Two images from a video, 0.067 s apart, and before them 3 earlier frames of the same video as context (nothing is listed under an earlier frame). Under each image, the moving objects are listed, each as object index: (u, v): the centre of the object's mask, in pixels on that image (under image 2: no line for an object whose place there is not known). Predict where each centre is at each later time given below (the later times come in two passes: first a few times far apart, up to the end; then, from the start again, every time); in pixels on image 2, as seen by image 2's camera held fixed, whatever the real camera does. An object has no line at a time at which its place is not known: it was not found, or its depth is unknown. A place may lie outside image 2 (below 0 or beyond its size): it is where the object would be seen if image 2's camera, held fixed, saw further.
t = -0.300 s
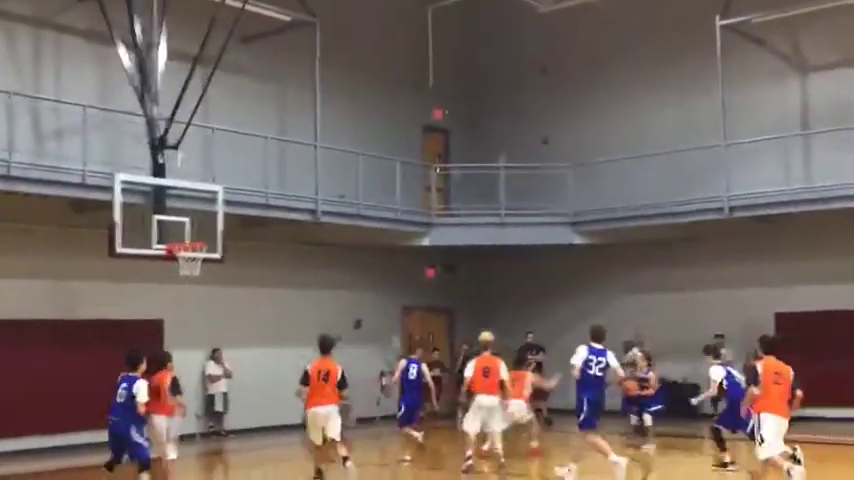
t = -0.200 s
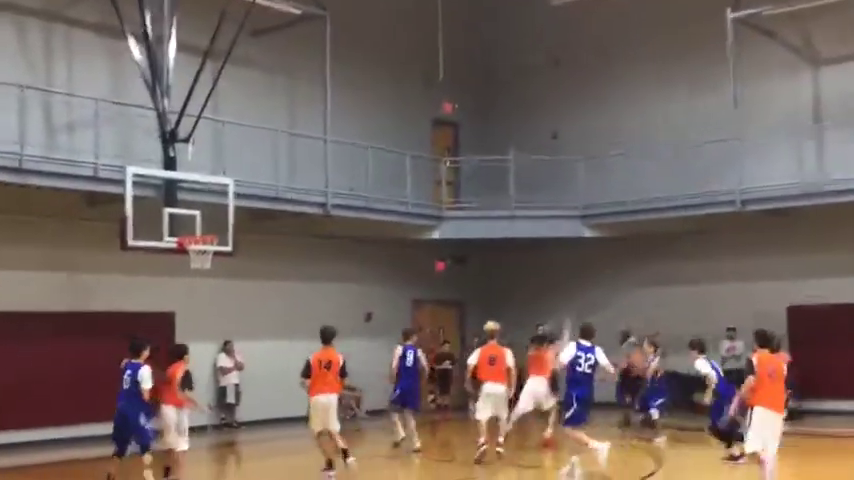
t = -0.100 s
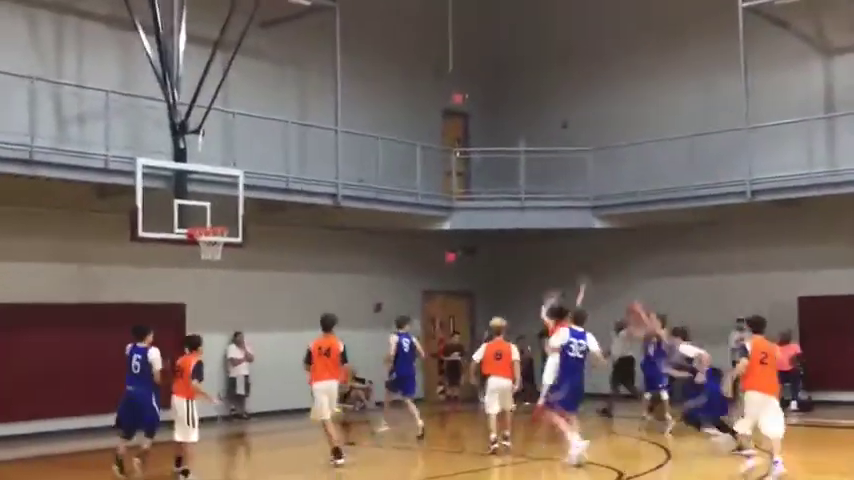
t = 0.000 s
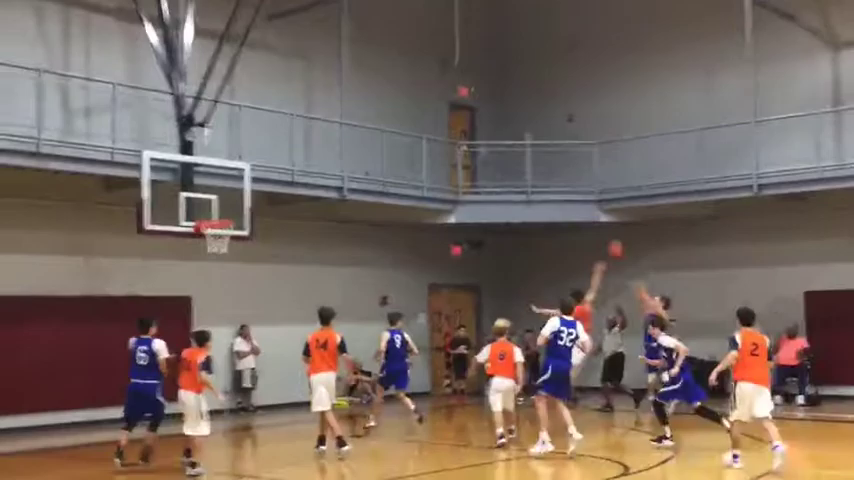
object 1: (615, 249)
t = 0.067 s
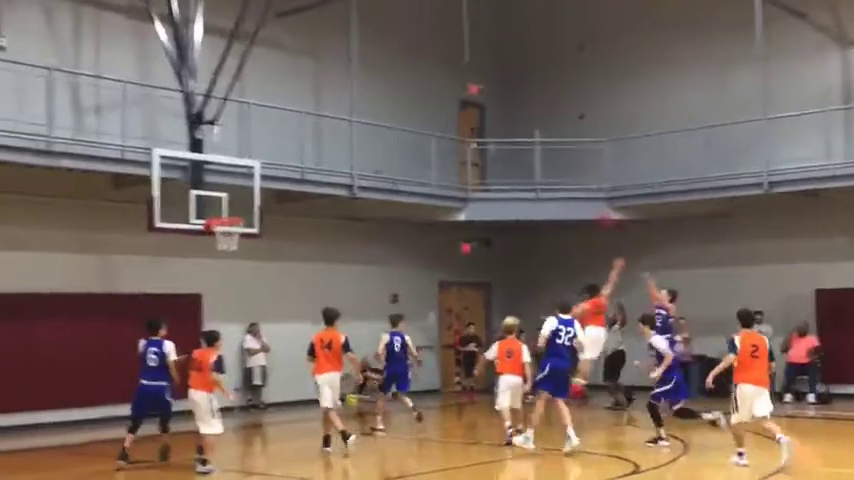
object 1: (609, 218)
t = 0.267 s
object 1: (552, 136)
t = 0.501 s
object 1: (490, 77)
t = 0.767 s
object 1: (421, 48)
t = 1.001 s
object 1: (360, 63)
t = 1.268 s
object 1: (284, 127)
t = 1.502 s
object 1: (222, 218)
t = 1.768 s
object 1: (236, 228)
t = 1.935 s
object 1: (231, 255)
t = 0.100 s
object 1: (599, 204)
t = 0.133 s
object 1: (590, 184)
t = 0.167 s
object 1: (579, 175)
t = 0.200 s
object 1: (570, 161)
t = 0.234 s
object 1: (562, 149)
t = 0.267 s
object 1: (552, 136)
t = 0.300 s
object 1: (542, 127)
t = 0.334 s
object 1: (535, 118)
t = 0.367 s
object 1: (526, 106)
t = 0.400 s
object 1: (517, 98)
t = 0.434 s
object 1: (508, 90)
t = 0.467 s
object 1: (500, 83)
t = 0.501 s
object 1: (490, 77)
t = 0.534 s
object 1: (482, 71)
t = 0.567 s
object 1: (473, 65)
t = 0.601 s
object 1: (466, 62)
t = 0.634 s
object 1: (458, 58)
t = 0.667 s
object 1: (449, 56)
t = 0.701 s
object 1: (440, 51)
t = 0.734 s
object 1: (429, 49)
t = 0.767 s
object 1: (421, 48)
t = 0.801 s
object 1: (412, 47)
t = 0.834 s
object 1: (404, 48)
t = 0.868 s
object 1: (396, 49)
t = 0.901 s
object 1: (387, 53)
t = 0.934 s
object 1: (376, 56)
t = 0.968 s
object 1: (368, 57)
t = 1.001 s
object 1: (360, 63)
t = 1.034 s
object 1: (349, 69)
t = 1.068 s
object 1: (339, 75)
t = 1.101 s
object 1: (331, 81)
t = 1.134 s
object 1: (321, 88)
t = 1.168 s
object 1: (311, 96)
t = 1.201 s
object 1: (301, 103)
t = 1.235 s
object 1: (293, 115)
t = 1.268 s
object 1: (284, 127)
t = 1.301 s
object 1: (274, 141)
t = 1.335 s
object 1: (267, 148)
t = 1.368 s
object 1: (258, 159)
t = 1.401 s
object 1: (245, 174)
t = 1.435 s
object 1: (237, 186)
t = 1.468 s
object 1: (228, 202)
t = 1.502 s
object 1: (222, 218)
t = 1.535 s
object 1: (226, 223)
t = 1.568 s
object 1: (228, 227)
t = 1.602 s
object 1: (235, 227)
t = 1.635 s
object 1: (236, 225)
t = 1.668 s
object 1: (235, 225)
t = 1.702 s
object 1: (236, 226)
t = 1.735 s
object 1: (235, 226)
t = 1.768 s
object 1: (236, 228)
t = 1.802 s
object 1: (236, 229)
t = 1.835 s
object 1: (235, 231)
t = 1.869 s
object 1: (231, 240)
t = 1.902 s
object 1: (232, 245)
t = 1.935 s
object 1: (231, 255)
